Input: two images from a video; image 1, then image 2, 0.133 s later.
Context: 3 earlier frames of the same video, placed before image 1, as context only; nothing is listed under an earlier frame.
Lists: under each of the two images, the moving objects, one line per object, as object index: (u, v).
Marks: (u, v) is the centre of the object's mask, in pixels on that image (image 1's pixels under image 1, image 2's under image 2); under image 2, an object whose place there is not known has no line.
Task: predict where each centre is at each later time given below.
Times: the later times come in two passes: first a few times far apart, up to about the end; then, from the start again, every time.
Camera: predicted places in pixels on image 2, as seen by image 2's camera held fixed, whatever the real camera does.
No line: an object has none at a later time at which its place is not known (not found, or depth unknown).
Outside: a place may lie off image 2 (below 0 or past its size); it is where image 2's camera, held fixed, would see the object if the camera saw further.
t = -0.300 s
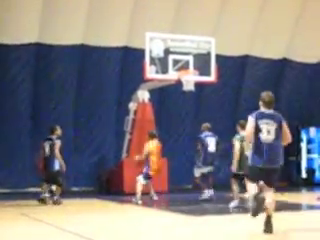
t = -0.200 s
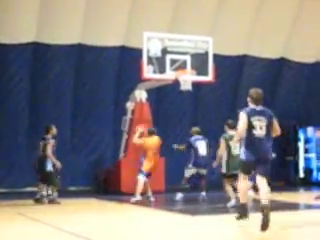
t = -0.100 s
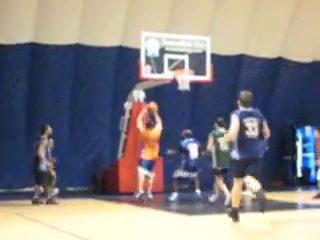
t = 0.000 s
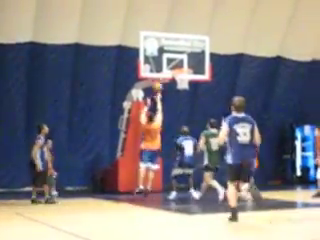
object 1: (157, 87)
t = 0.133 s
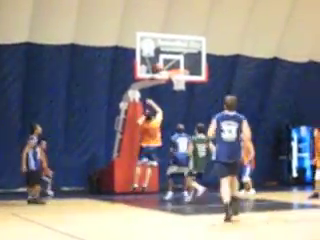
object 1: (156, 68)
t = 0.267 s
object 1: (164, 55)
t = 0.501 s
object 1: (179, 58)
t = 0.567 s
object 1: (179, 63)
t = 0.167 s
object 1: (160, 64)
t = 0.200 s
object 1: (162, 58)
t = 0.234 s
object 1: (163, 57)
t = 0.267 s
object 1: (164, 55)
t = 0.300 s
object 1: (167, 54)
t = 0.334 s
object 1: (168, 54)
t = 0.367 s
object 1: (170, 54)
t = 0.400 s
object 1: (172, 55)
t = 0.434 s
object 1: (174, 55)
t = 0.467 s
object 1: (176, 57)
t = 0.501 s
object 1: (179, 58)
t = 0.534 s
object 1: (179, 61)
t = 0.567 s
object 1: (179, 63)
